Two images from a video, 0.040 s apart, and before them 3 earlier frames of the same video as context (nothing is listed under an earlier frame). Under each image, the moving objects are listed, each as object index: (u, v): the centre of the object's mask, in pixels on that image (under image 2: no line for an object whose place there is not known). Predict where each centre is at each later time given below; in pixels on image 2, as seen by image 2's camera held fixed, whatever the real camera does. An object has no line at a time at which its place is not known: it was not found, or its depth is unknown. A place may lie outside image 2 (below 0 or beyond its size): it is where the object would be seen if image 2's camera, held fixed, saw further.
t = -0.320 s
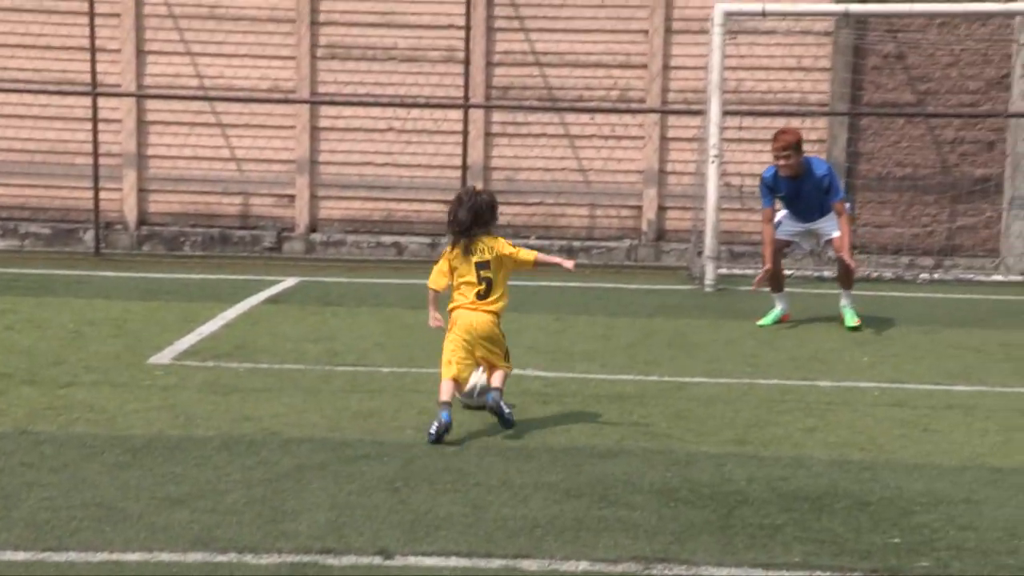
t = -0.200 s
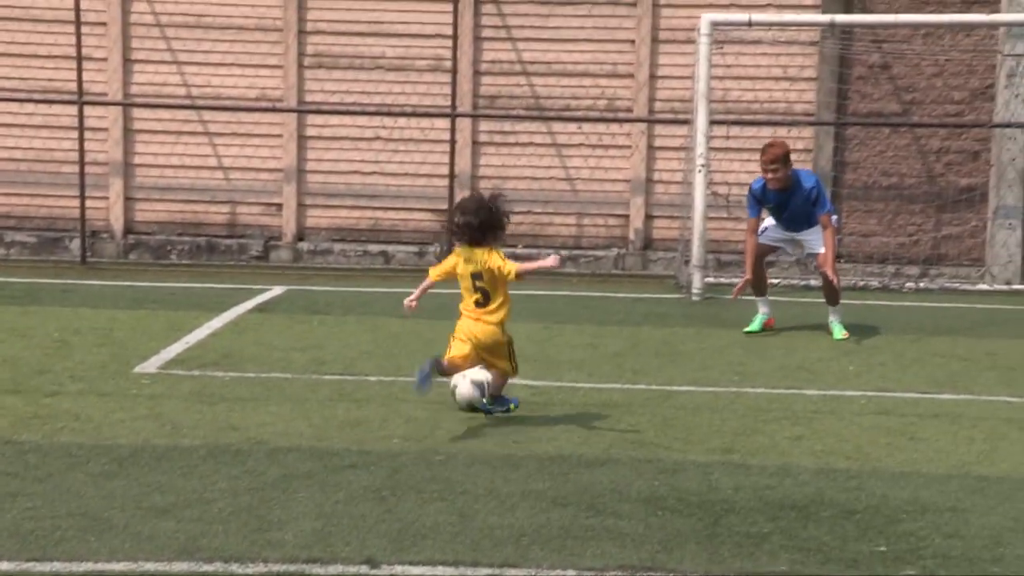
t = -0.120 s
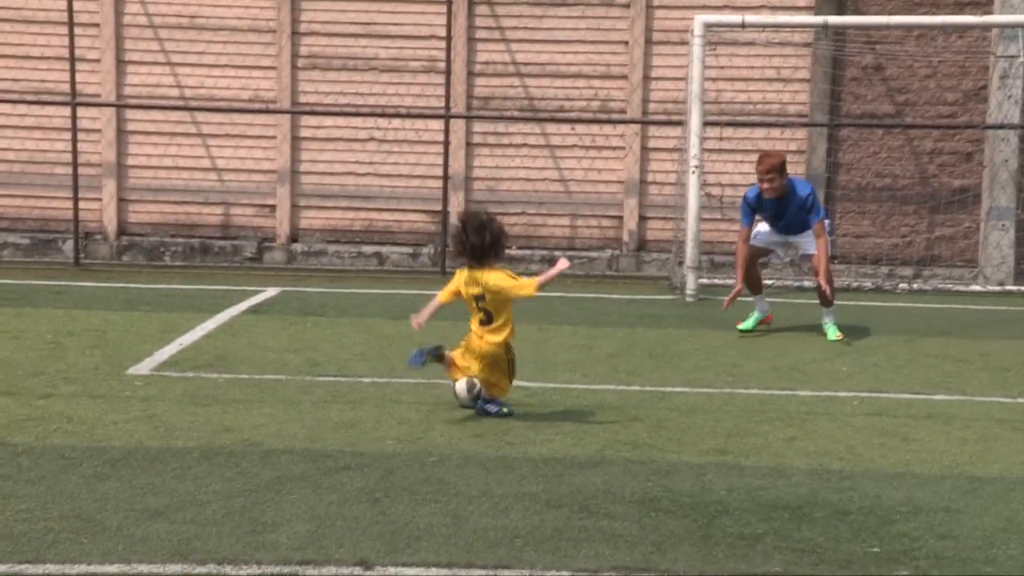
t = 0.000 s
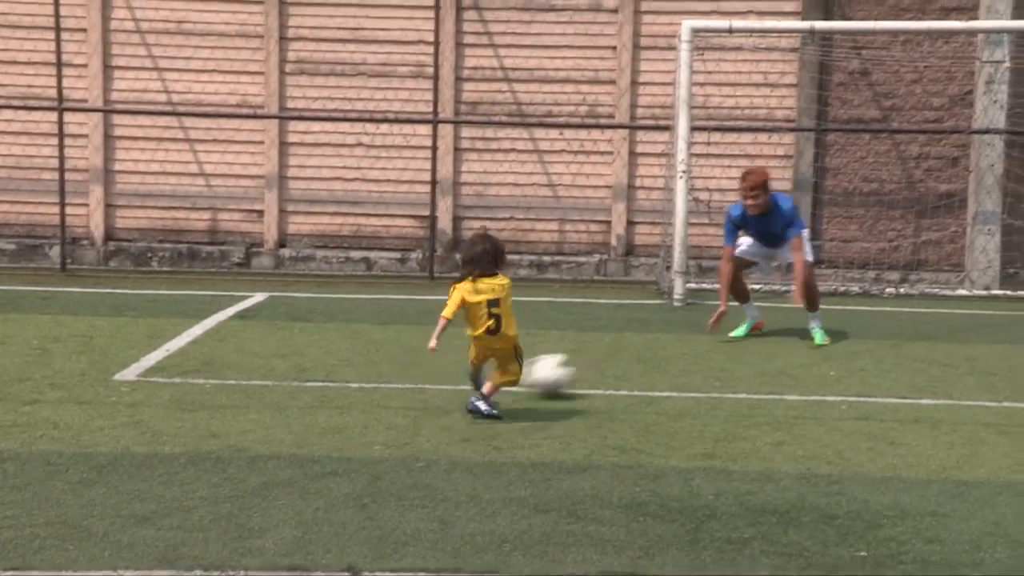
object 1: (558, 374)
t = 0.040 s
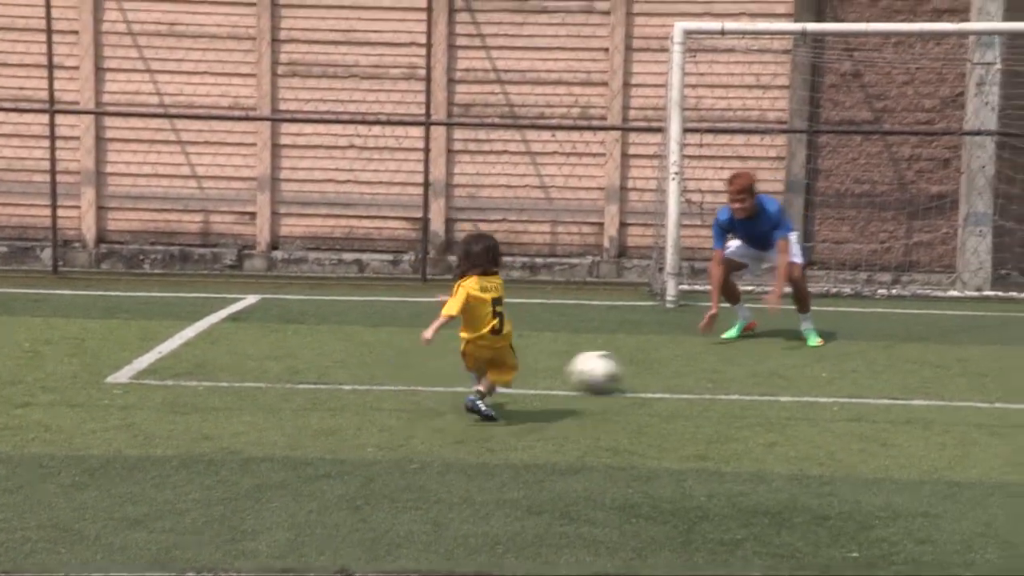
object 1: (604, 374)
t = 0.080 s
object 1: (652, 369)
